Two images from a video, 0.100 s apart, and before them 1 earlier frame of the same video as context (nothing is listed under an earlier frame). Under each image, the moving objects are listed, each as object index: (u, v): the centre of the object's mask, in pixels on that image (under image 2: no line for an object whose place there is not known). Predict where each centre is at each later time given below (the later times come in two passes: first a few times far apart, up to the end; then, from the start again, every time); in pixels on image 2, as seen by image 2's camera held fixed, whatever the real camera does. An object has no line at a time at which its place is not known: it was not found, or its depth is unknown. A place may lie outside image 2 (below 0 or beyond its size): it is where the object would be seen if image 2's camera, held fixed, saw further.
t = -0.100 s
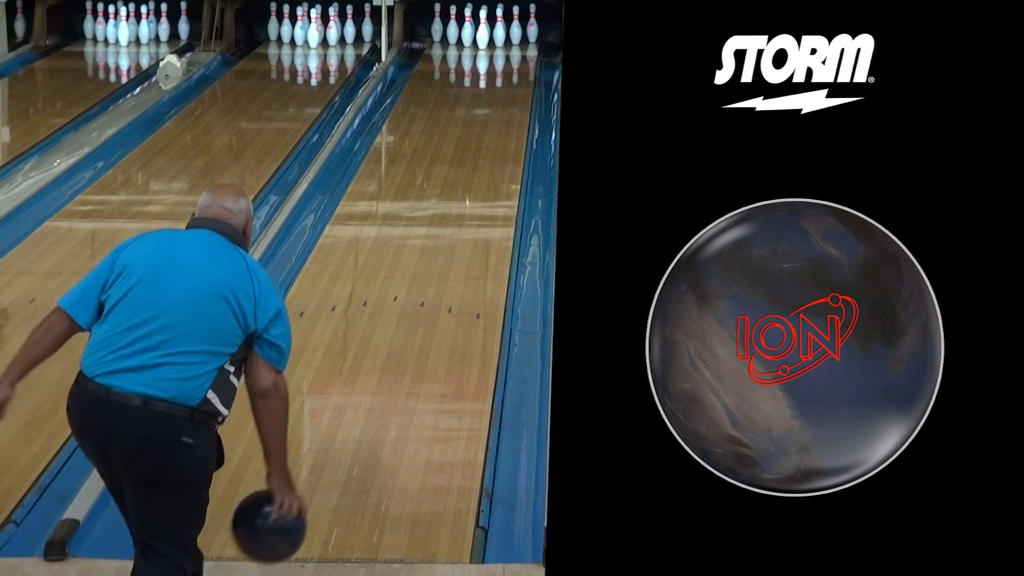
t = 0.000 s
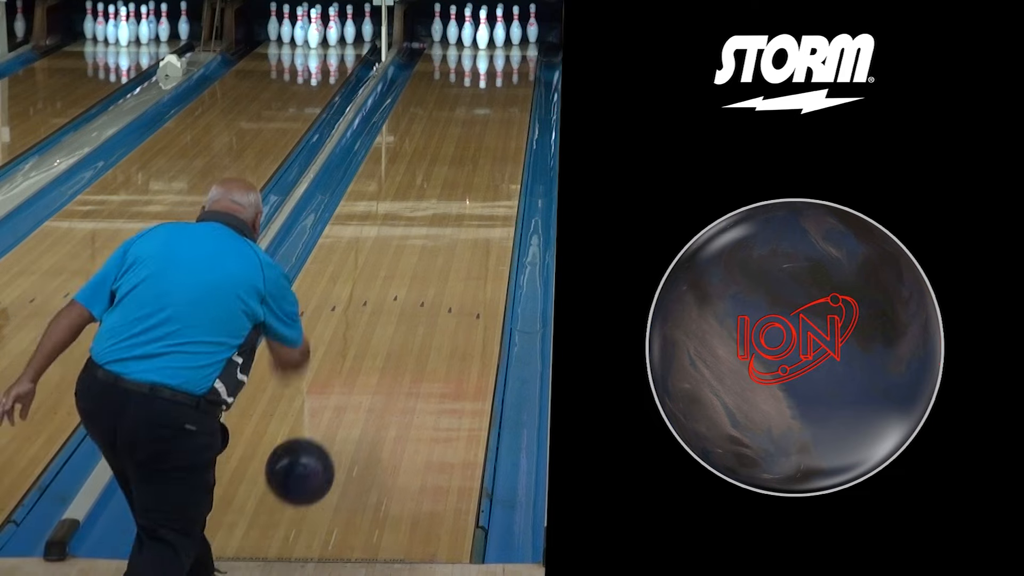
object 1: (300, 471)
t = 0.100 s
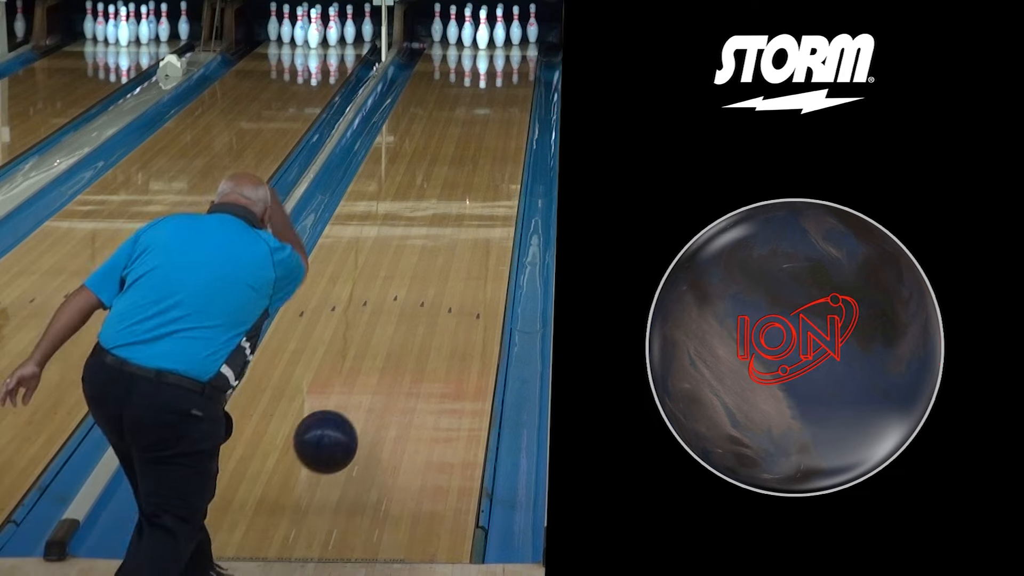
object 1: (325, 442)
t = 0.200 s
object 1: (347, 442)
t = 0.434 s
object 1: (388, 361)
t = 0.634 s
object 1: (415, 302)
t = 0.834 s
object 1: (436, 255)
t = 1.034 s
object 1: (454, 217)
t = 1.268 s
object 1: (470, 180)
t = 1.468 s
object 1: (480, 153)
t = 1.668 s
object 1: (489, 130)
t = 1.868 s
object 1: (497, 109)
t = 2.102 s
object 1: (502, 88)
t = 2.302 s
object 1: (504, 73)
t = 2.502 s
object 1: (503, 59)
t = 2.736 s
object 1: (497, 46)
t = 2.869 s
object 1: (492, 40)
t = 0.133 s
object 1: (333, 438)
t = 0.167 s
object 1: (341, 439)
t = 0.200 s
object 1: (347, 442)
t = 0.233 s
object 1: (354, 433)
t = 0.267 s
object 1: (361, 420)
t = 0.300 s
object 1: (367, 407)
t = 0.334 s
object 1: (373, 395)
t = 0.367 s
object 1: (378, 383)
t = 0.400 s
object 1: (384, 371)
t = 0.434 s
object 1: (388, 361)
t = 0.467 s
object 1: (393, 350)
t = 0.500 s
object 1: (398, 339)
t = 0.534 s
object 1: (403, 329)
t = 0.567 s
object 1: (407, 320)
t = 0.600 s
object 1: (411, 311)
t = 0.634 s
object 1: (415, 302)
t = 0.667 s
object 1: (419, 293)
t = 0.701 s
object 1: (423, 285)
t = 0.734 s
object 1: (426, 277)
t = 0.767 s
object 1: (430, 269)
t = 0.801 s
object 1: (433, 262)
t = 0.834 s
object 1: (436, 255)
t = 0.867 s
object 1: (440, 248)
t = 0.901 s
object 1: (443, 242)
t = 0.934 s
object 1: (445, 235)
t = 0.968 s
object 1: (448, 229)
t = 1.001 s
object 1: (451, 223)
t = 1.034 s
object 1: (454, 217)
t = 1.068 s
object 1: (456, 211)
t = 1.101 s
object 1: (459, 206)
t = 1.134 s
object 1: (461, 201)
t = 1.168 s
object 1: (463, 195)
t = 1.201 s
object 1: (465, 190)
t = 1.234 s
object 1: (468, 185)
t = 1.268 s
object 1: (470, 180)
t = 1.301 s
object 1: (472, 175)
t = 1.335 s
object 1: (473, 170)
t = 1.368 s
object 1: (475, 166)
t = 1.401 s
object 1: (477, 161)
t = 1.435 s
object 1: (479, 157)
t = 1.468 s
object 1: (480, 153)
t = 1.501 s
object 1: (482, 149)
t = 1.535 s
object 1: (483, 145)
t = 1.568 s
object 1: (485, 141)
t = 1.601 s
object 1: (487, 137)
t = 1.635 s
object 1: (488, 133)
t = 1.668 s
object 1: (489, 130)
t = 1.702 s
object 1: (491, 126)
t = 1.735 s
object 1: (492, 122)
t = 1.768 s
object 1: (493, 119)
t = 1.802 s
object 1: (494, 116)
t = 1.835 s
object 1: (495, 112)
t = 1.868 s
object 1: (497, 109)
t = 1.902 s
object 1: (497, 106)
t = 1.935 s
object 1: (499, 103)
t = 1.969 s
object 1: (499, 99)
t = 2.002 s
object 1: (500, 97)
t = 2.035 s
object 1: (501, 94)
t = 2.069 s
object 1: (502, 91)
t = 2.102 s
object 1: (502, 88)
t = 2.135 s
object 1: (503, 86)
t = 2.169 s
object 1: (503, 83)
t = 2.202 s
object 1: (504, 80)
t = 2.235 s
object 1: (504, 77)
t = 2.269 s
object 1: (504, 75)
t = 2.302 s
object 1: (504, 73)
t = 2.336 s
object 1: (504, 70)
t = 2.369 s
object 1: (504, 68)
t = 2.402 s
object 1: (504, 66)
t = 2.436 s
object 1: (504, 64)
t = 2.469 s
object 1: (503, 61)
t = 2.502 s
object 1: (503, 59)
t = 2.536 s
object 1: (502, 57)
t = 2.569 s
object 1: (501, 55)
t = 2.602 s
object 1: (500, 54)
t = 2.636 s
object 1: (500, 52)
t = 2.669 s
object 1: (499, 50)
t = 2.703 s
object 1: (498, 47)
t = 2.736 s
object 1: (497, 46)
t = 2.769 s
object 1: (496, 44)
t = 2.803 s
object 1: (494, 42)
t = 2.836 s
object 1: (493, 41)
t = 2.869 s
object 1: (492, 40)
